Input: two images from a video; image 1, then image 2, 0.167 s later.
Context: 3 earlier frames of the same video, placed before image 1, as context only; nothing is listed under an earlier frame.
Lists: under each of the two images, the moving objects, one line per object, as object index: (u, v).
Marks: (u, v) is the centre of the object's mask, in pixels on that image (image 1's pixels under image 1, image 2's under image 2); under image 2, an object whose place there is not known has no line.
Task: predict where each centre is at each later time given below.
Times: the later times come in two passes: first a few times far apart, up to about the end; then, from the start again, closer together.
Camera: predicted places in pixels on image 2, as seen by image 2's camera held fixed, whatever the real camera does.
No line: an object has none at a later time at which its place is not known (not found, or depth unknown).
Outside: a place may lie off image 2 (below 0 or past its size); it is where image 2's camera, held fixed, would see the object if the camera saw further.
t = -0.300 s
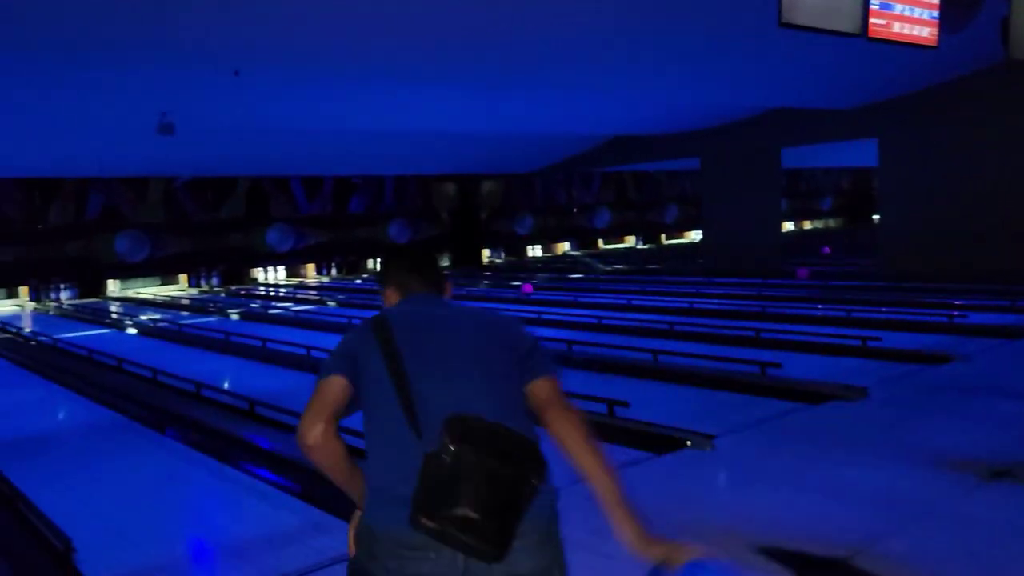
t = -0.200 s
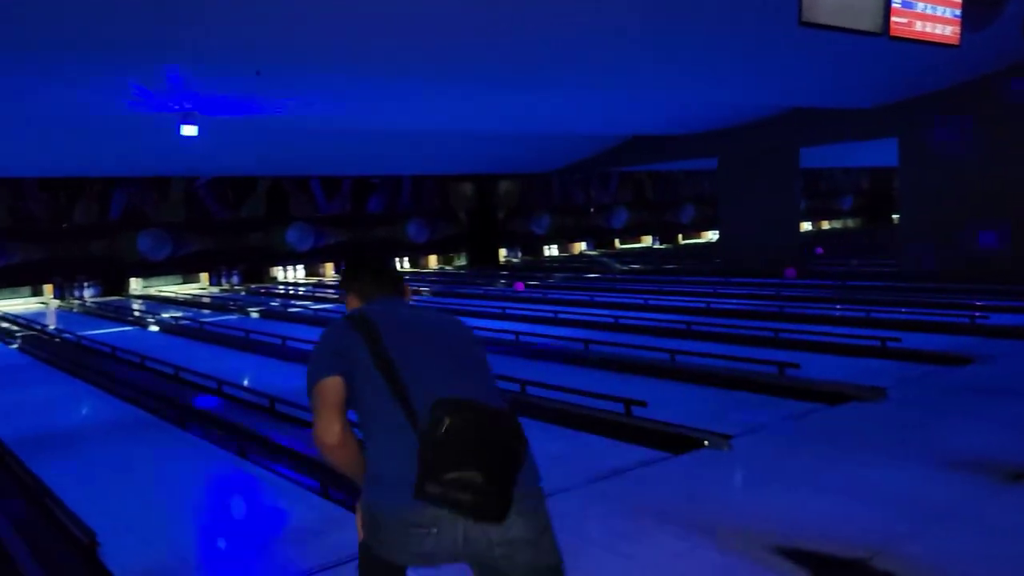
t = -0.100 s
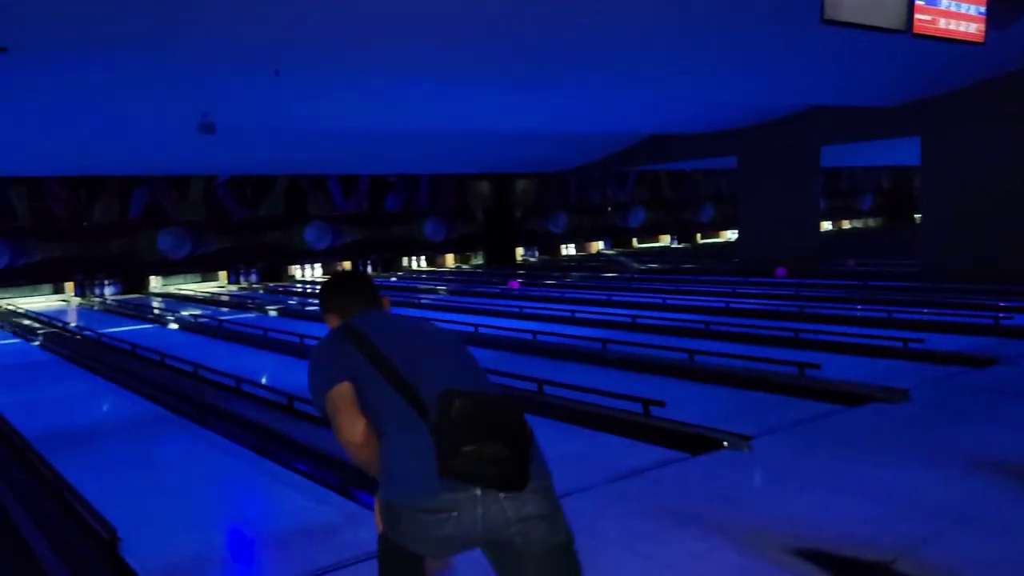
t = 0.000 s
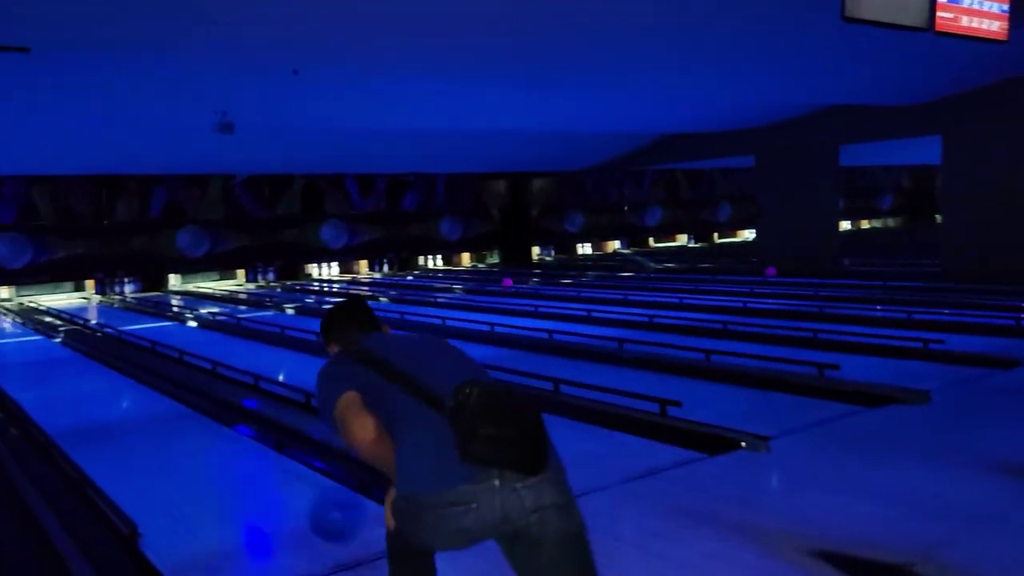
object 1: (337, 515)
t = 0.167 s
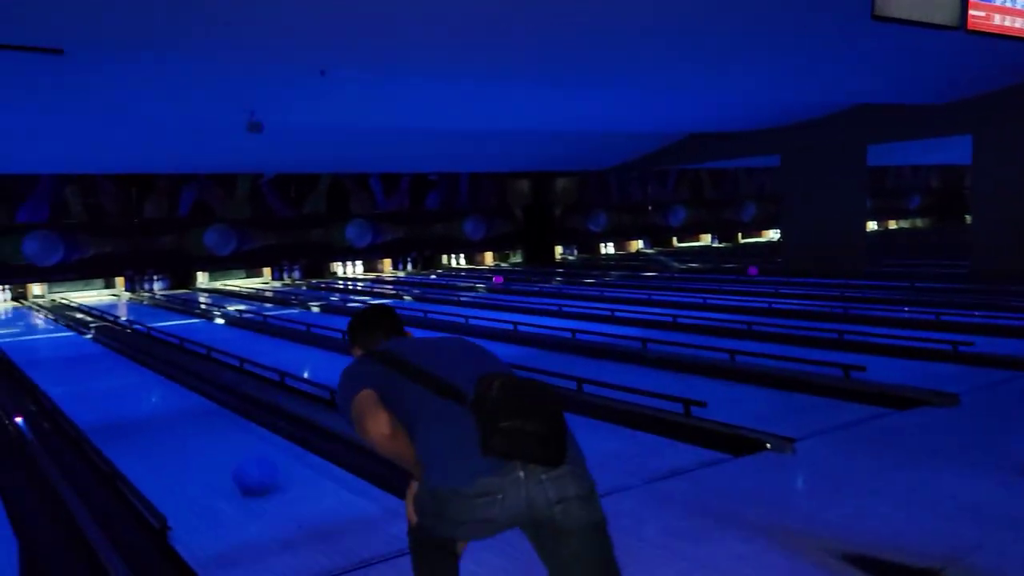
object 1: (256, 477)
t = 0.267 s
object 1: (211, 451)
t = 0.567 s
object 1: (125, 398)
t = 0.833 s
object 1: (78, 367)
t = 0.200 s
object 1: (239, 466)
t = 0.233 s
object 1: (225, 456)
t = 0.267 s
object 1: (211, 451)
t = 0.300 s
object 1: (199, 442)
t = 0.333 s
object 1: (186, 436)
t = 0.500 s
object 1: (137, 404)
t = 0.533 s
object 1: (131, 402)
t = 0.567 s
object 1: (125, 398)
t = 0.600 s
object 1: (118, 394)
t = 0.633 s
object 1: (112, 389)
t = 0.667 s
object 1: (105, 385)
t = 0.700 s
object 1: (100, 380)
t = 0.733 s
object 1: (94, 376)
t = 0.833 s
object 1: (78, 367)
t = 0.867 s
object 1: (72, 365)
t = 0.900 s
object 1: (69, 362)
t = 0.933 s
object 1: (65, 360)
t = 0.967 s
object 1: (61, 362)
